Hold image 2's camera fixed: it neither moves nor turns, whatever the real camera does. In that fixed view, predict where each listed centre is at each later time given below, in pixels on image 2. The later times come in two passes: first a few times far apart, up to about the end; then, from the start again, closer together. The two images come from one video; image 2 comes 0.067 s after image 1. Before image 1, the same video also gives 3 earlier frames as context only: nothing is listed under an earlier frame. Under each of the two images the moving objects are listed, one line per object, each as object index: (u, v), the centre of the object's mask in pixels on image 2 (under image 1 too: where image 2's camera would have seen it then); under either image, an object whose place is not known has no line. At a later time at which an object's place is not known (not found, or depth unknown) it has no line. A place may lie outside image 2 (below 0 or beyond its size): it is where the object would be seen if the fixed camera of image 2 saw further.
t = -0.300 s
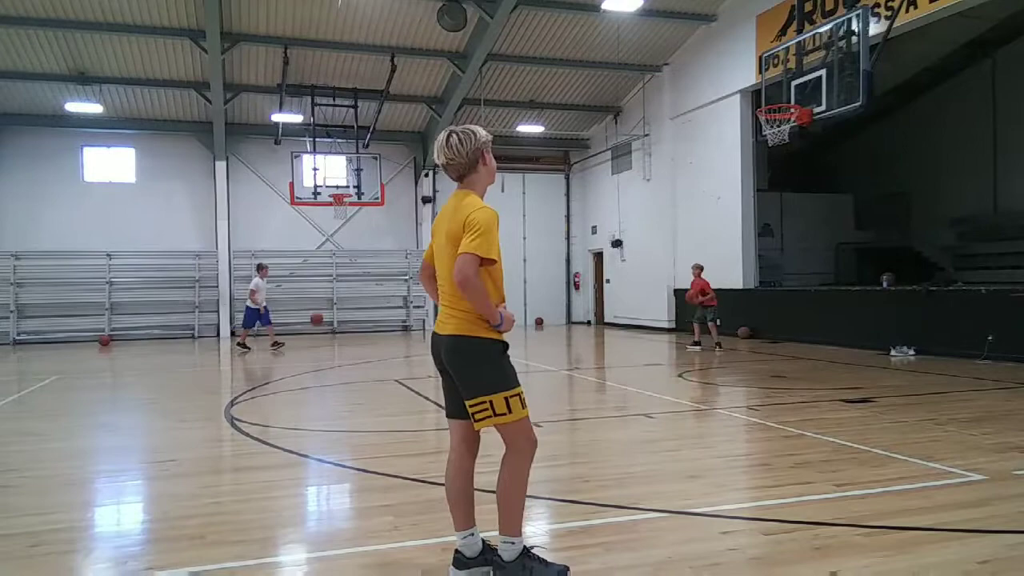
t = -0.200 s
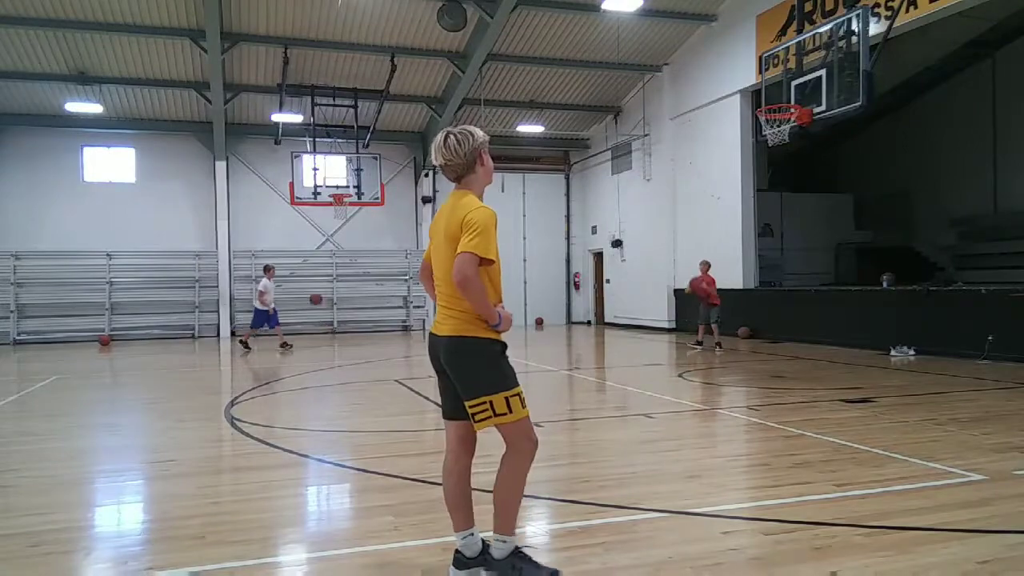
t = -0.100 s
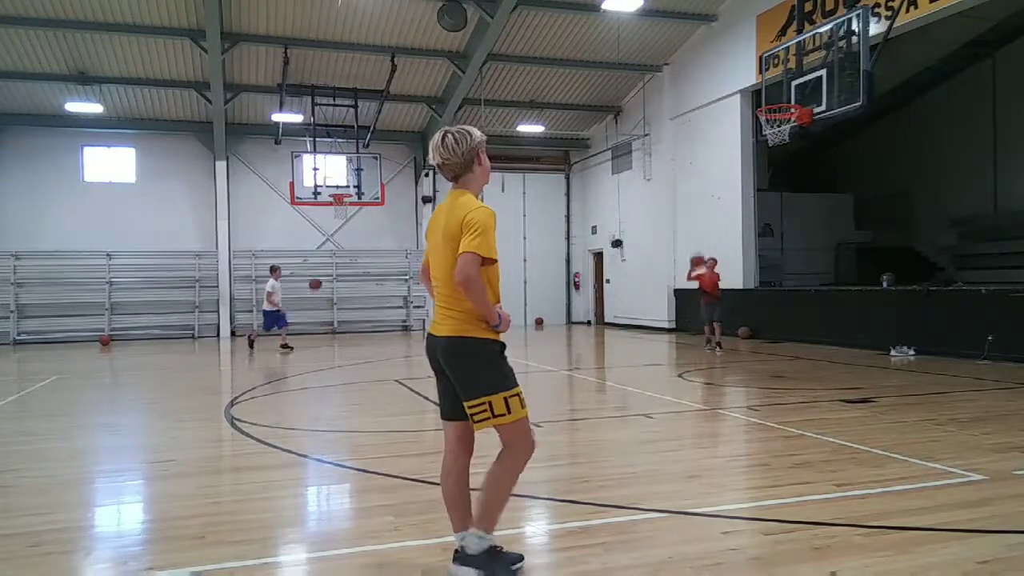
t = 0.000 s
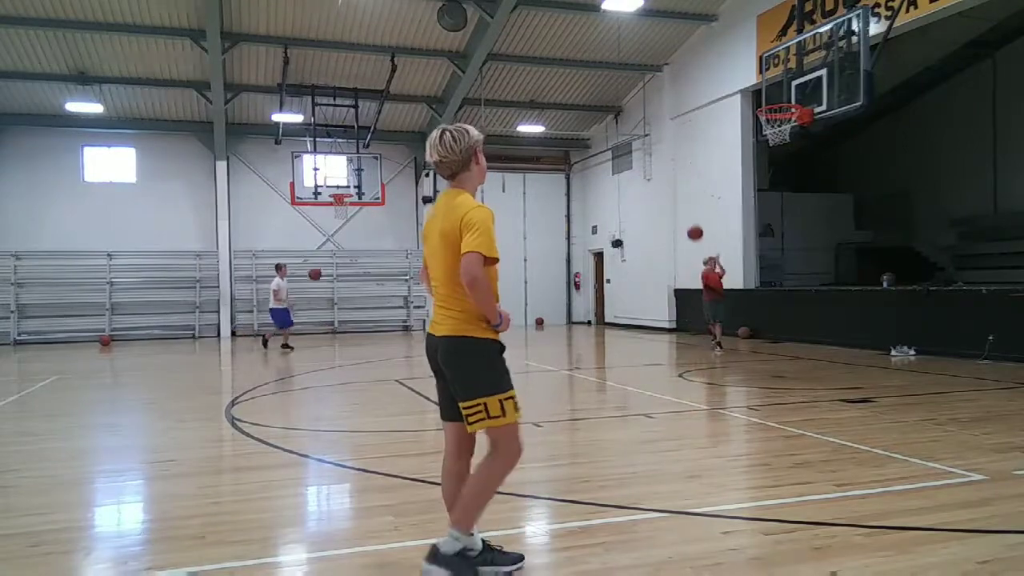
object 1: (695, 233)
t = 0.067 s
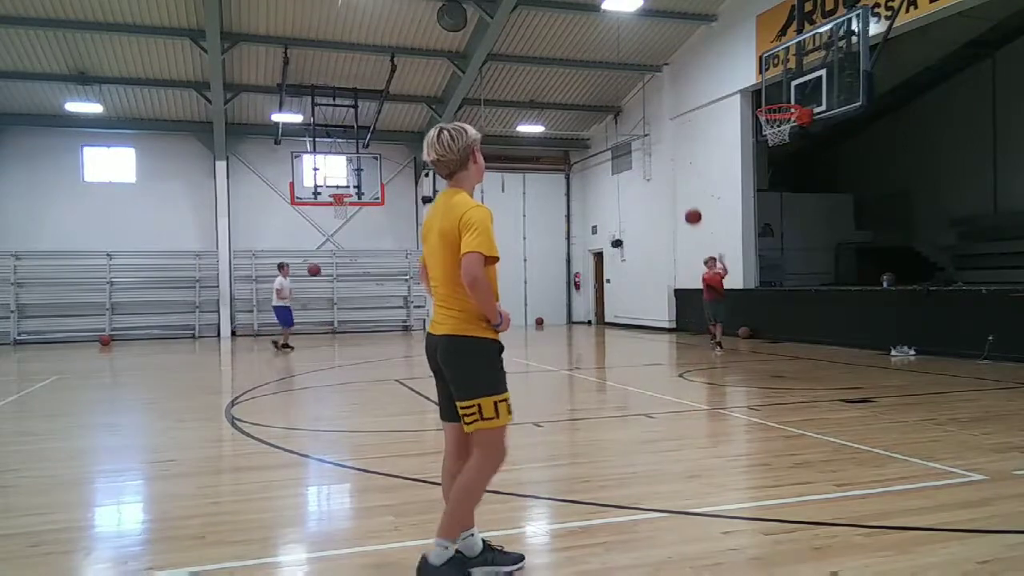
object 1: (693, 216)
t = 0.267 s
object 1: (686, 180)
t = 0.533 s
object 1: (677, 171)
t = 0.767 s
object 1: (668, 223)
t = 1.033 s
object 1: (648, 401)
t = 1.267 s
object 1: (632, 314)
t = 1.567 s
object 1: (607, 241)
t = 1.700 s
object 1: (593, 255)
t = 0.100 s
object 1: (691, 209)
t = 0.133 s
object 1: (691, 202)
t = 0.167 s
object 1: (689, 196)
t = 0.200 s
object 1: (689, 190)
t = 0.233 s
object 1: (687, 184)
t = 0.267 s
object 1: (686, 180)
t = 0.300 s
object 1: (685, 176)
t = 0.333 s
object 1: (684, 172)
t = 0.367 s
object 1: (683, 170)
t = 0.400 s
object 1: (682, 168)
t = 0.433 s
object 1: (680, 168)
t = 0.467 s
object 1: (679, 168)
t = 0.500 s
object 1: (678, 169)
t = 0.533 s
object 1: (677, 171)
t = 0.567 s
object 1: (675, 175)
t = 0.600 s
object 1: (674, 179)
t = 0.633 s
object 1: (673, 185)
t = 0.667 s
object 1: (672, 192)
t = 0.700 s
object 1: (670, 200)
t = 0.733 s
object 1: (669, 211)
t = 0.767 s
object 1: (668, 223)
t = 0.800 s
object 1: (666, 237)
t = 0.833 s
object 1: (665, 252)
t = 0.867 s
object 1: (663, 271)
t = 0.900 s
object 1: (660, 291)
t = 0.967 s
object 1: (655, 342)
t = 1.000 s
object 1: (652, 369)
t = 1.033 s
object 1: (648, 401)
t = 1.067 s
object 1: (644, 420)
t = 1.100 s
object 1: (641, 400)
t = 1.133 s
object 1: (639, 382)
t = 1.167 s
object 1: (637, 363)
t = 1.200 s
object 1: (635, 347)
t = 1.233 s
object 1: (633, 330)
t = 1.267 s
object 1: (632, 314)
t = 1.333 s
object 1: (627, 288)
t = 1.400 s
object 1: (622, 267)
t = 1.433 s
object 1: (619, 258)
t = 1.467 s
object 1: (616, 251)
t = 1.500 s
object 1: (613, 246)
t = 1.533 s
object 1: (609, 243)
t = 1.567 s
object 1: (607, 241)
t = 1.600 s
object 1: (603, 241)
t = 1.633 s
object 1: (600, 243)
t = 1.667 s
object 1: (597, 248)
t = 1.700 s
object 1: (593, 255)
